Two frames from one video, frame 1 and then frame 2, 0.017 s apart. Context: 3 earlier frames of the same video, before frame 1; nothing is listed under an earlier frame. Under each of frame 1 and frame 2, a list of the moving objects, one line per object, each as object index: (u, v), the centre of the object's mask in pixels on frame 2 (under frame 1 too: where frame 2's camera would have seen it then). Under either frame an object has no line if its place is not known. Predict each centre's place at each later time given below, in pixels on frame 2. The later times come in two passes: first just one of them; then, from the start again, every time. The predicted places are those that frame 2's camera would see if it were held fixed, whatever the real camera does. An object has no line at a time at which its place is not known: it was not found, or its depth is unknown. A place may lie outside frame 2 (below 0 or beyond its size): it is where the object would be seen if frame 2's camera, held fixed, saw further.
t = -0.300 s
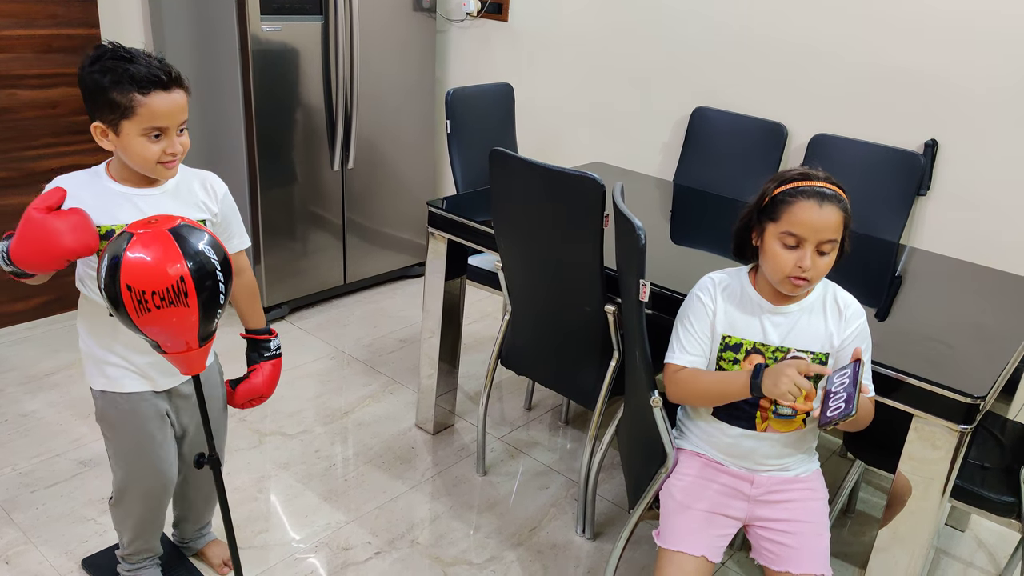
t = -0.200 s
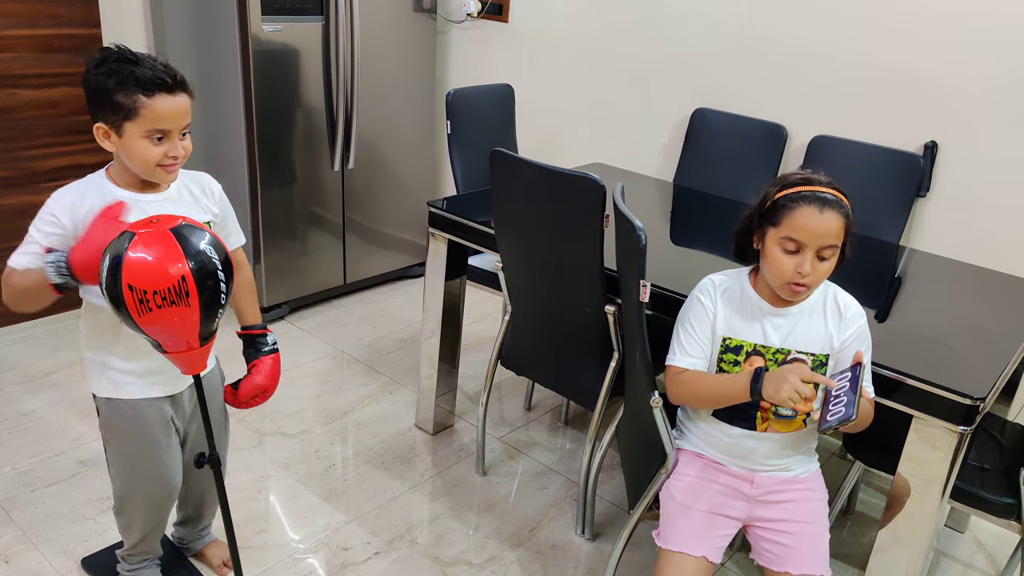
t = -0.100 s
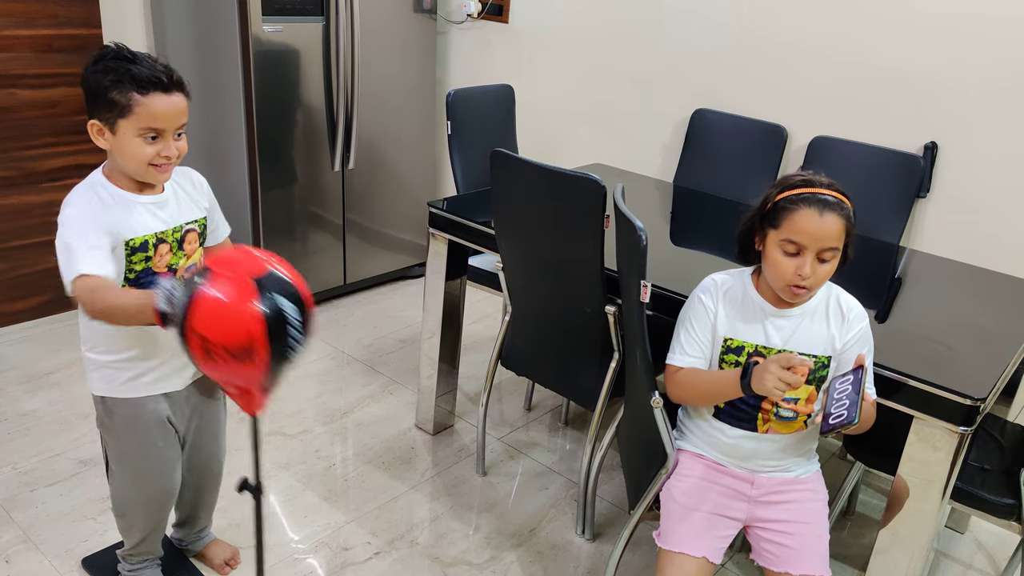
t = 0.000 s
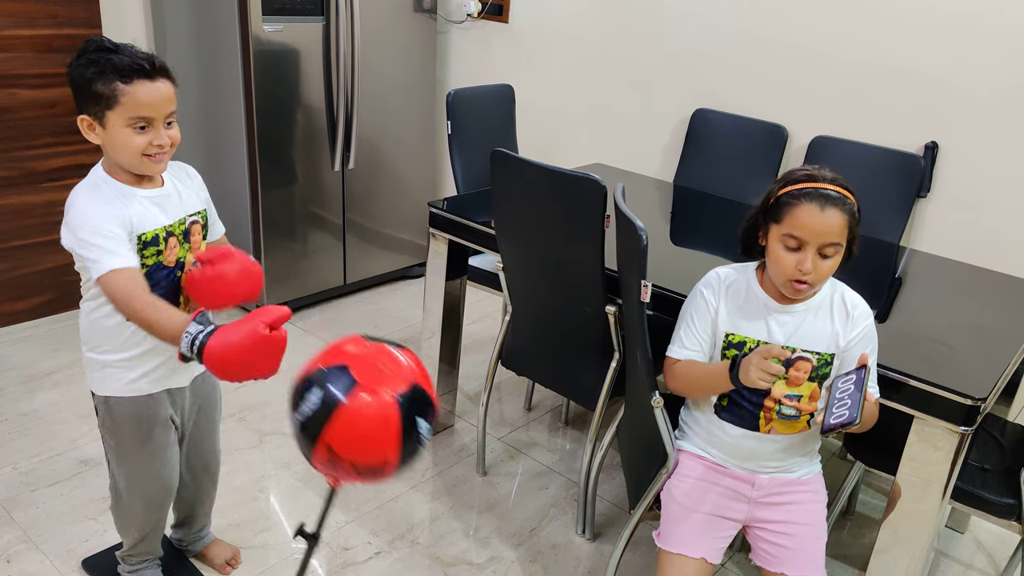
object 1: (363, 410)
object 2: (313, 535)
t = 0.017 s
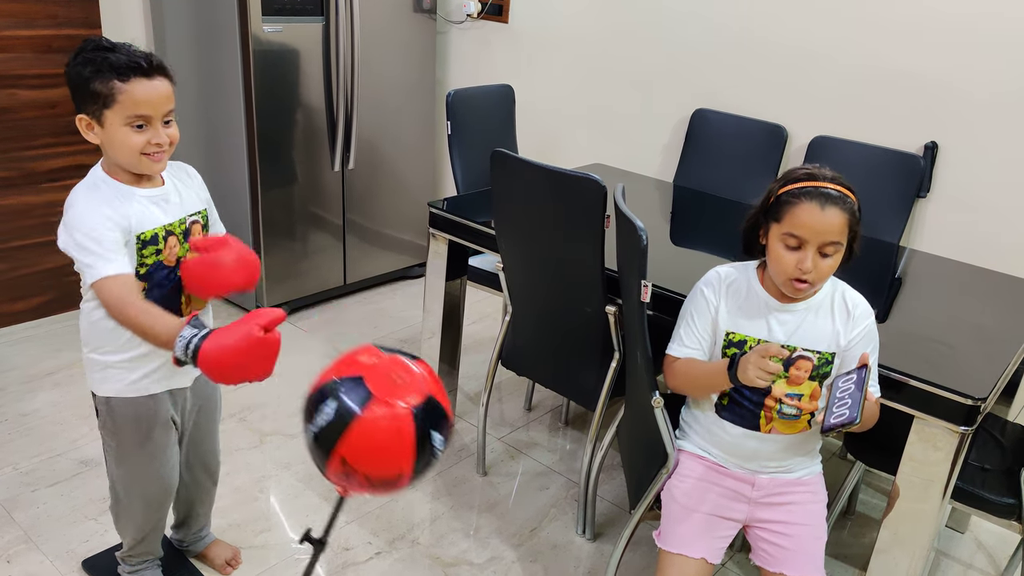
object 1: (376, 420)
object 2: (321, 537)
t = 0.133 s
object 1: (382, 403)
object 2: (322, 528)
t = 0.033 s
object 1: (386, 428)
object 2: (326, 540)
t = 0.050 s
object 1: (393, 432)
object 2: (330, 541)
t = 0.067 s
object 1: (397, 433)
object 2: (332, 541)
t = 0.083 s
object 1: (398, 430)
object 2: (332, 539)
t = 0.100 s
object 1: (396, 424)
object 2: (330, 537)
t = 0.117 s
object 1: (390, 414)
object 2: (327, 533)
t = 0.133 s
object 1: (382, 403)
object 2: (322, 528)
